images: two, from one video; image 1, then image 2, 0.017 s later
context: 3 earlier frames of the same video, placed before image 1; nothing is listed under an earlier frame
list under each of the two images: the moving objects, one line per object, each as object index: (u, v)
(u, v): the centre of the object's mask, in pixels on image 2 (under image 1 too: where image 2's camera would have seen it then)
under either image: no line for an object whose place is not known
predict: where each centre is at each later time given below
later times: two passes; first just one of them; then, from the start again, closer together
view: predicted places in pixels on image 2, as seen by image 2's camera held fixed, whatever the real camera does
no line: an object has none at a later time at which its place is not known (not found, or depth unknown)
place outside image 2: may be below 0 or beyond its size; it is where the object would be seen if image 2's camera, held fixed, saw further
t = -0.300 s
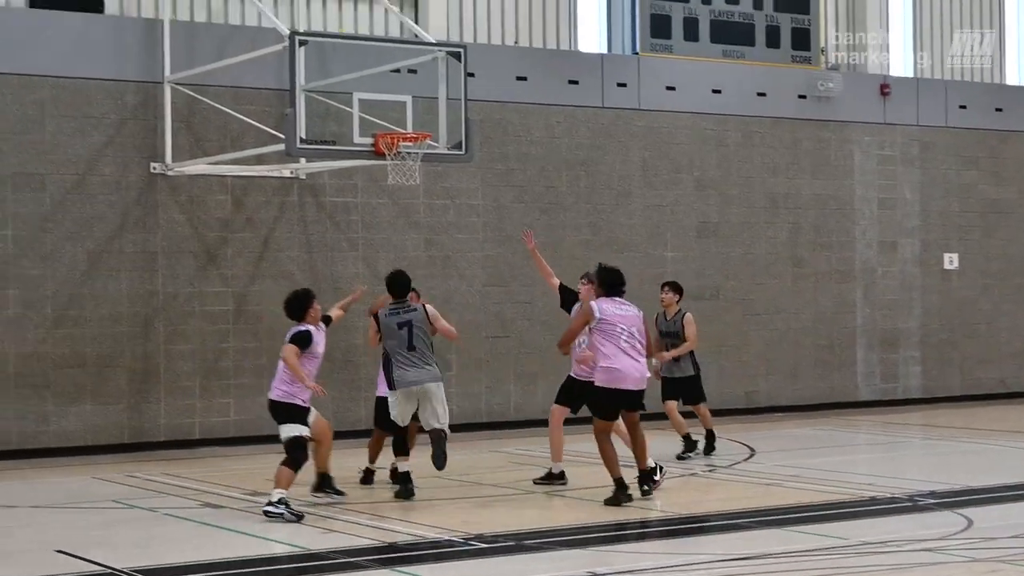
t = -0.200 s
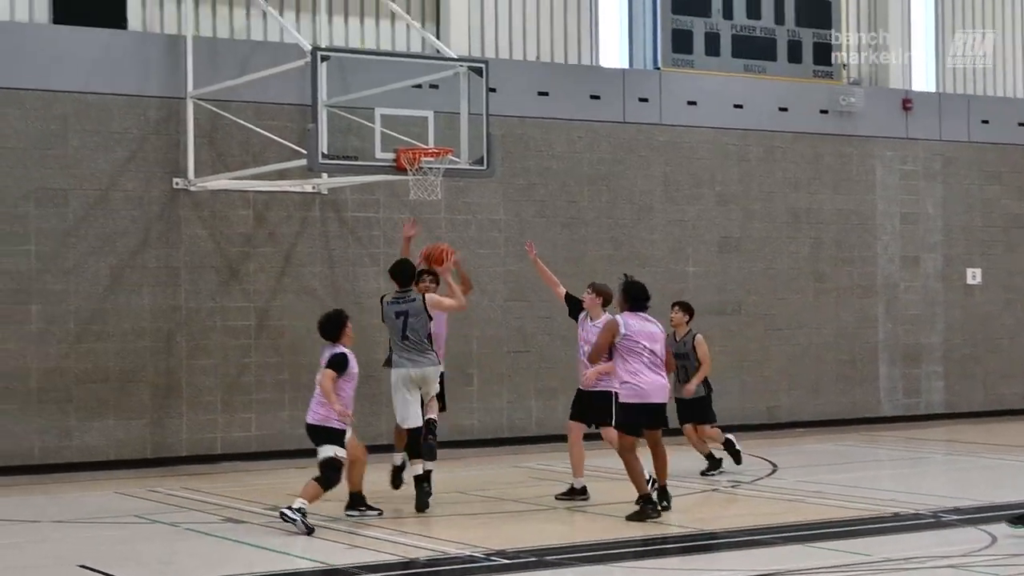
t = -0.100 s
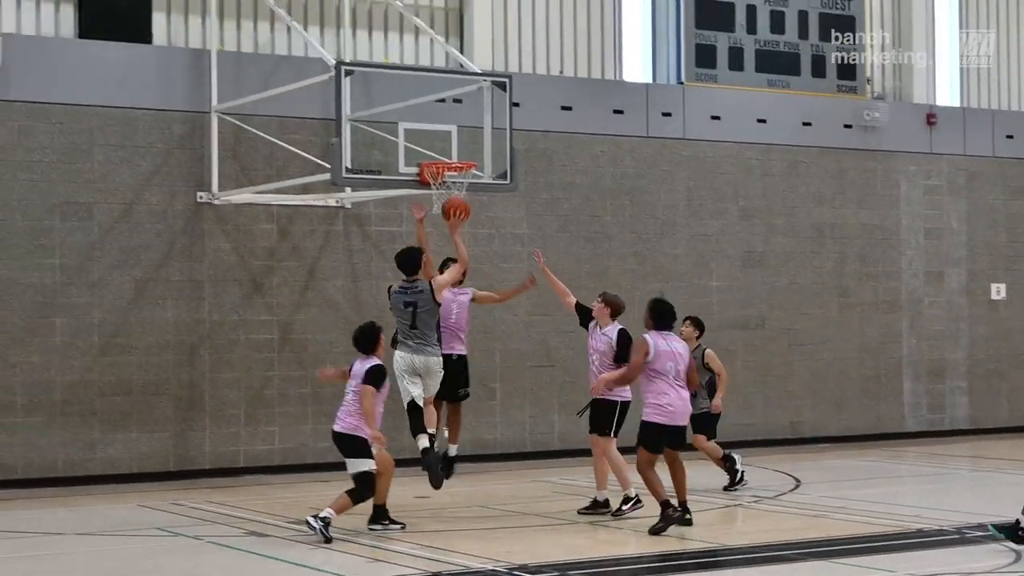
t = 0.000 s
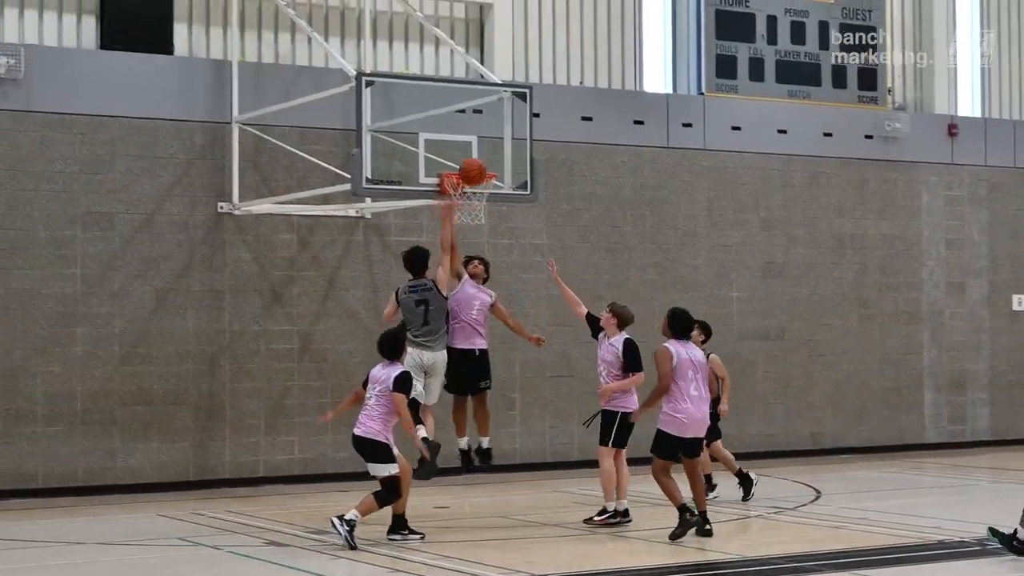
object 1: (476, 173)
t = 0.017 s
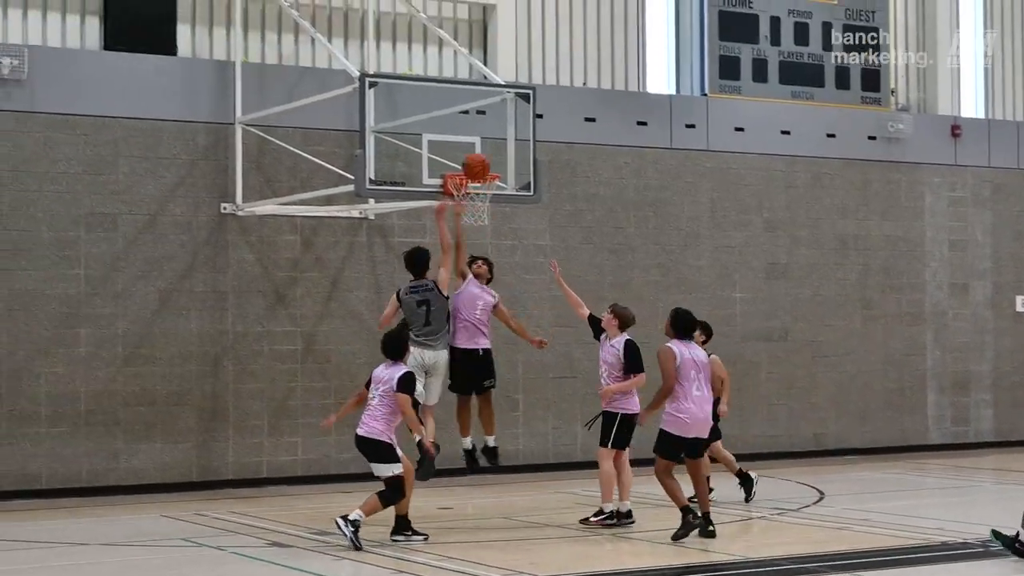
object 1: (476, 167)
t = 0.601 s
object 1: (471, 147)
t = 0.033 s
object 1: (476, 161)
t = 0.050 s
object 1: (475, 155)
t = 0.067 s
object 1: (475, 149)
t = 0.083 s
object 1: (474, 144)
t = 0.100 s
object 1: (474, 139)
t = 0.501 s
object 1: (471, 124)
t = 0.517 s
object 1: (471, 127)
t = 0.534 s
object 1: (470, 130)
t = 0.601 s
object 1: (471, 147)
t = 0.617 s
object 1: (471, 151)
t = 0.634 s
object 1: (470, 156)
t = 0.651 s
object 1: (470, 161)
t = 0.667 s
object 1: (470, 164)
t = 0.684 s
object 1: (470, 165)
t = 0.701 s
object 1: (471, 164)
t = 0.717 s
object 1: (472, 163)
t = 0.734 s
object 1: (472, 162)
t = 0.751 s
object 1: (473, 161)
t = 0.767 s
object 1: (473, 160)
